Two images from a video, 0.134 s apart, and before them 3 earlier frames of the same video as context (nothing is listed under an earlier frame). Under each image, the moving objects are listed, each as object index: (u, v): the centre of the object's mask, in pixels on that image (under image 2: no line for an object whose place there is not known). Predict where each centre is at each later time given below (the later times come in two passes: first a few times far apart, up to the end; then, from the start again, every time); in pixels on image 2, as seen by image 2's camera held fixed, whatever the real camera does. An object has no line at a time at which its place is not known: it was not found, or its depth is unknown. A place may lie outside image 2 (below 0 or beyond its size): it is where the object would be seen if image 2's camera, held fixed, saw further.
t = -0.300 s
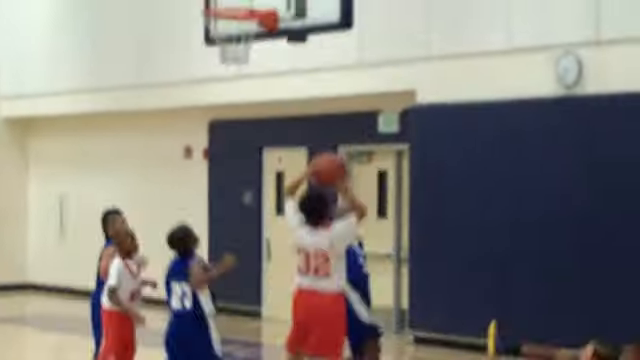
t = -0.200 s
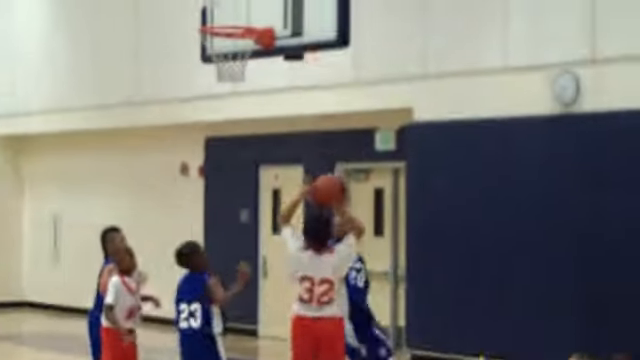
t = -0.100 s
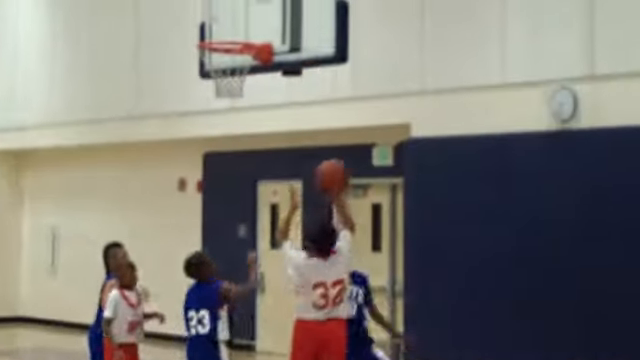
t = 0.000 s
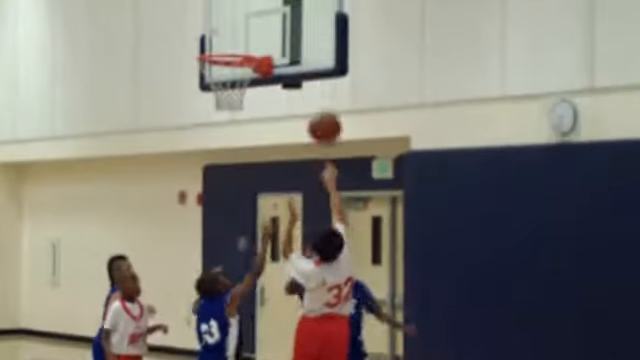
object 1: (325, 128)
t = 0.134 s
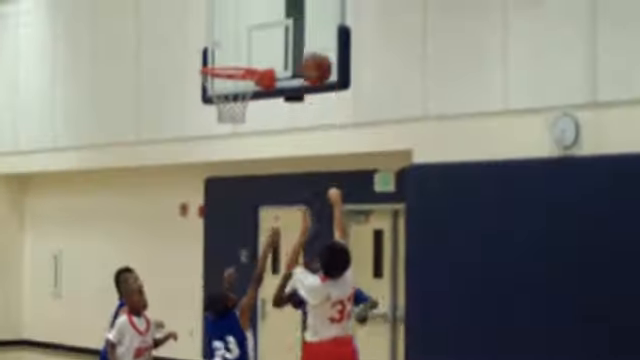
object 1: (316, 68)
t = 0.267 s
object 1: (304, 23)
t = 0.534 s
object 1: (285, 3)
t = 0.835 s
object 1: (252, 45)
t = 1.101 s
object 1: (213, 38)
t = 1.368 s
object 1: (168, 62)
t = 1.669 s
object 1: (114, 170)
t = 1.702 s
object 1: (108, 189)
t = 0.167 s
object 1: (313, 55)
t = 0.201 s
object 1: (311, 43)
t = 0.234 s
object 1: (308, 33)
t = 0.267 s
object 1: (304, 23)
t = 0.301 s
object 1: (302, 16)
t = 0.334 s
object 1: (300, 10)
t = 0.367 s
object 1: (297, 5)
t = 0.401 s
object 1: (294, 2)
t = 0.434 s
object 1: (292, 0)
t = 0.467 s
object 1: (290, 0)
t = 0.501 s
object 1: (287, 1)
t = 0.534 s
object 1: (285, 3)
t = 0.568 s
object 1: (282, 7)
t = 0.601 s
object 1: (280, 13)
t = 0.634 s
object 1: (277, 20)
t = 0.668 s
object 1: (275, 28)
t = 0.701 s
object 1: (273, 35)
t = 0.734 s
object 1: (266, 43)
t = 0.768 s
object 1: (261, 51)
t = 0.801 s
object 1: (256, 52)
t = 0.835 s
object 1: (252, 45)
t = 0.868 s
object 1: (247, 40)
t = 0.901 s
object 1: (242, 36)
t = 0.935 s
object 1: (238, 33)
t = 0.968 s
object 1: (233, 31)
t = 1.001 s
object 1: (228, 31)
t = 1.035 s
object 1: (223, 32)
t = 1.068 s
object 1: (218, 34)
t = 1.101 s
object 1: (213, 38)
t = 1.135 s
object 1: (208, 43)
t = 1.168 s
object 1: (203, 50)
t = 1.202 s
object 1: (198, 52)
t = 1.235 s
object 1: (192, 52)
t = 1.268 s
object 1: (186, 51)
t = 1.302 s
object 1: (180, 53)
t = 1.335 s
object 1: (174, 57)
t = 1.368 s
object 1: (168, 62)
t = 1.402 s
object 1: (162, 68)
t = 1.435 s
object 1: (156, 76)
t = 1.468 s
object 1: (150, 85)
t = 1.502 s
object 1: (144, 95)
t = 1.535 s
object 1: (138, 107)
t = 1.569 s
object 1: (132, 120)
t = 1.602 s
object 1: (126, 135)
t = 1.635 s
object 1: (120, 152)
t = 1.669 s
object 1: (114, 170)
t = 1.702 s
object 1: (108, 189)
